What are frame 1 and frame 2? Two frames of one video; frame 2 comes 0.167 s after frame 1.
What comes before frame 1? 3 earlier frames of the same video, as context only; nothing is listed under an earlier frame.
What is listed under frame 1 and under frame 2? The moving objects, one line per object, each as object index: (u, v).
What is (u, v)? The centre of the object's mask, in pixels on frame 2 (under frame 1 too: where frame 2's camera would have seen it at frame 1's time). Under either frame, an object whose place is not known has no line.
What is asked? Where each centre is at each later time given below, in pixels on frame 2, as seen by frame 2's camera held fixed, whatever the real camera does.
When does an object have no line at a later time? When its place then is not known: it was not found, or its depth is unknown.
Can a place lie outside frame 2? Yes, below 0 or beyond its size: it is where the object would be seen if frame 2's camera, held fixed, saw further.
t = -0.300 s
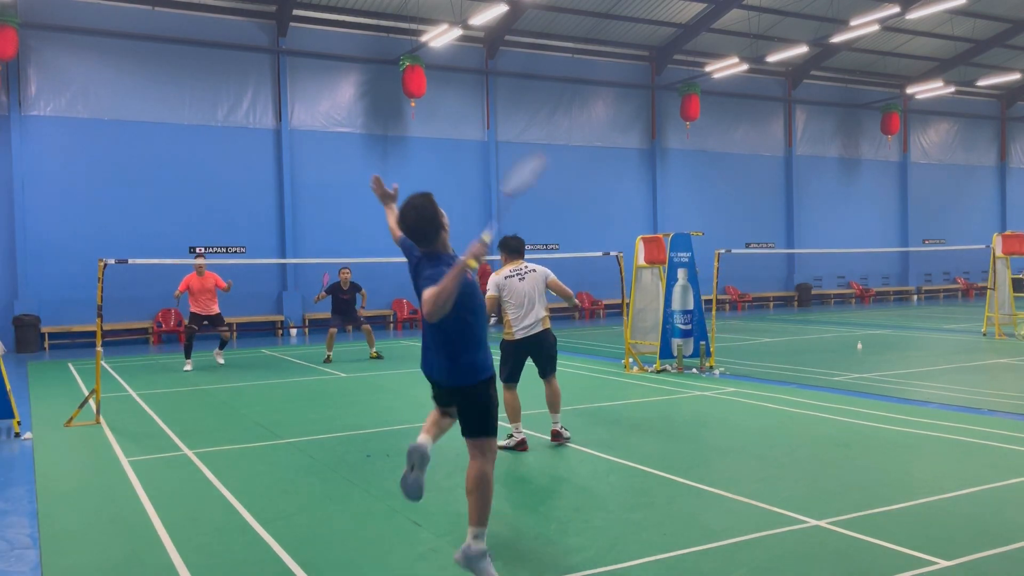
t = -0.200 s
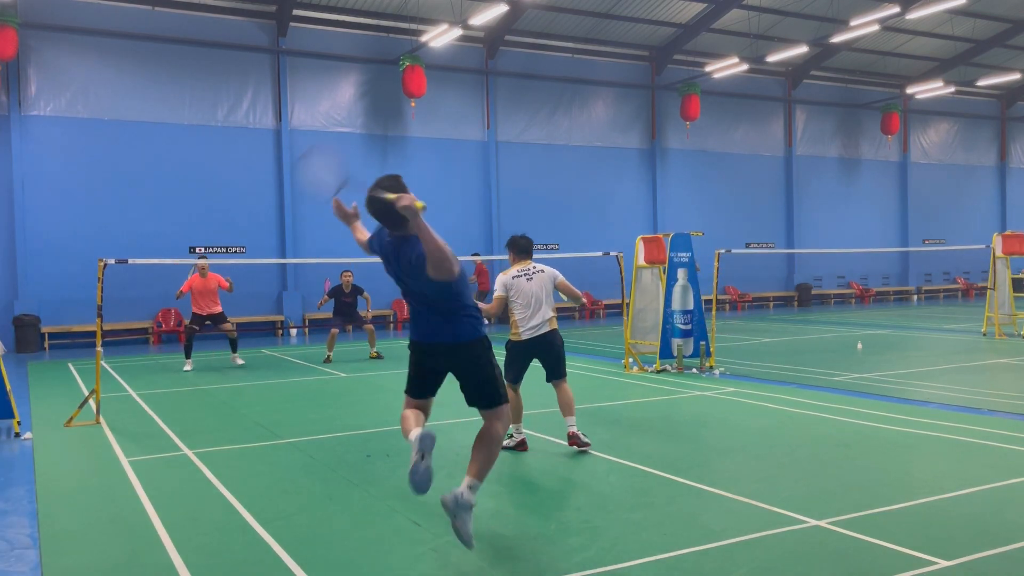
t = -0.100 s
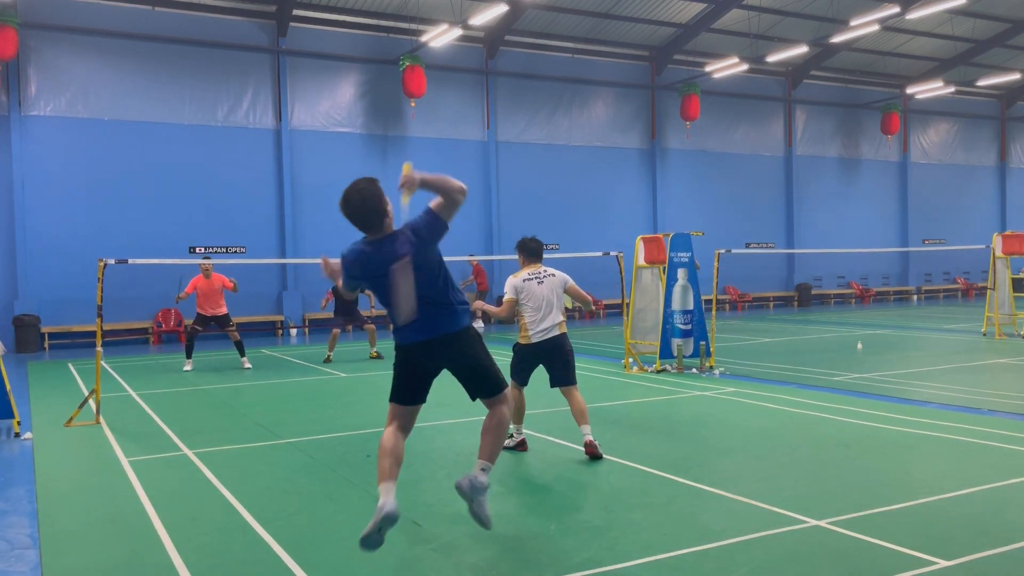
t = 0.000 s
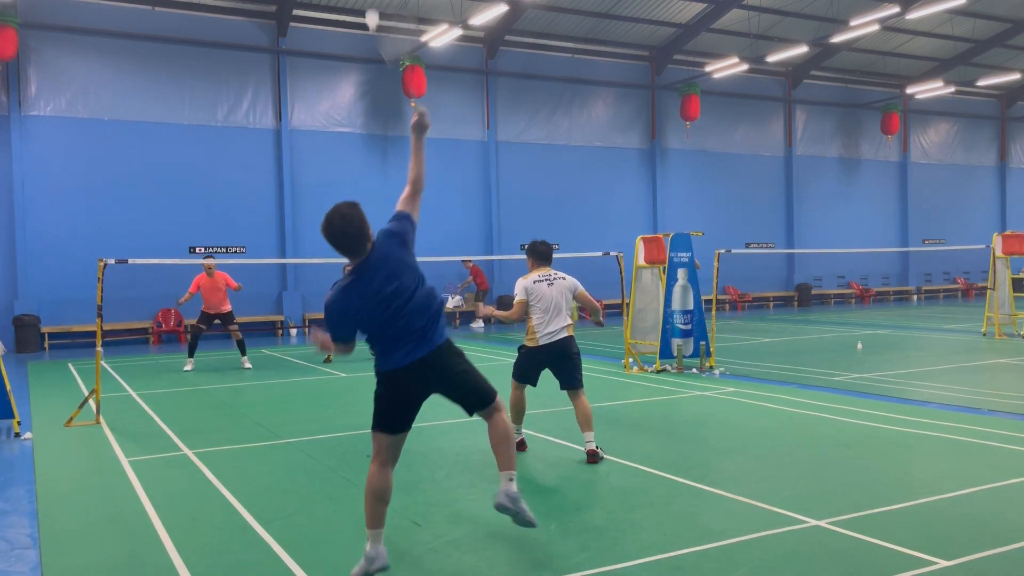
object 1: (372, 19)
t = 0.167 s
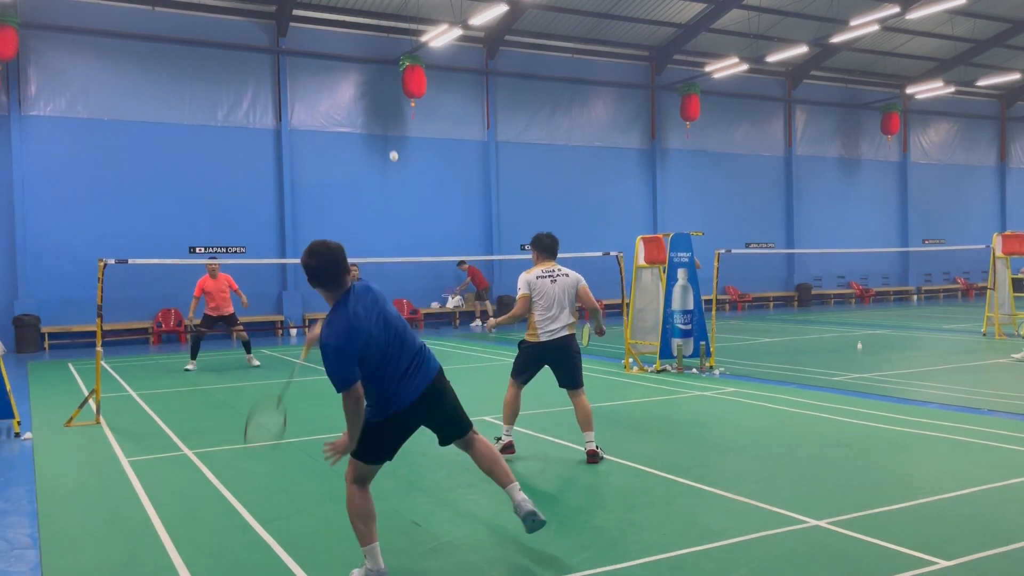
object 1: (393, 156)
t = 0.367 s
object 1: (400, 212)
